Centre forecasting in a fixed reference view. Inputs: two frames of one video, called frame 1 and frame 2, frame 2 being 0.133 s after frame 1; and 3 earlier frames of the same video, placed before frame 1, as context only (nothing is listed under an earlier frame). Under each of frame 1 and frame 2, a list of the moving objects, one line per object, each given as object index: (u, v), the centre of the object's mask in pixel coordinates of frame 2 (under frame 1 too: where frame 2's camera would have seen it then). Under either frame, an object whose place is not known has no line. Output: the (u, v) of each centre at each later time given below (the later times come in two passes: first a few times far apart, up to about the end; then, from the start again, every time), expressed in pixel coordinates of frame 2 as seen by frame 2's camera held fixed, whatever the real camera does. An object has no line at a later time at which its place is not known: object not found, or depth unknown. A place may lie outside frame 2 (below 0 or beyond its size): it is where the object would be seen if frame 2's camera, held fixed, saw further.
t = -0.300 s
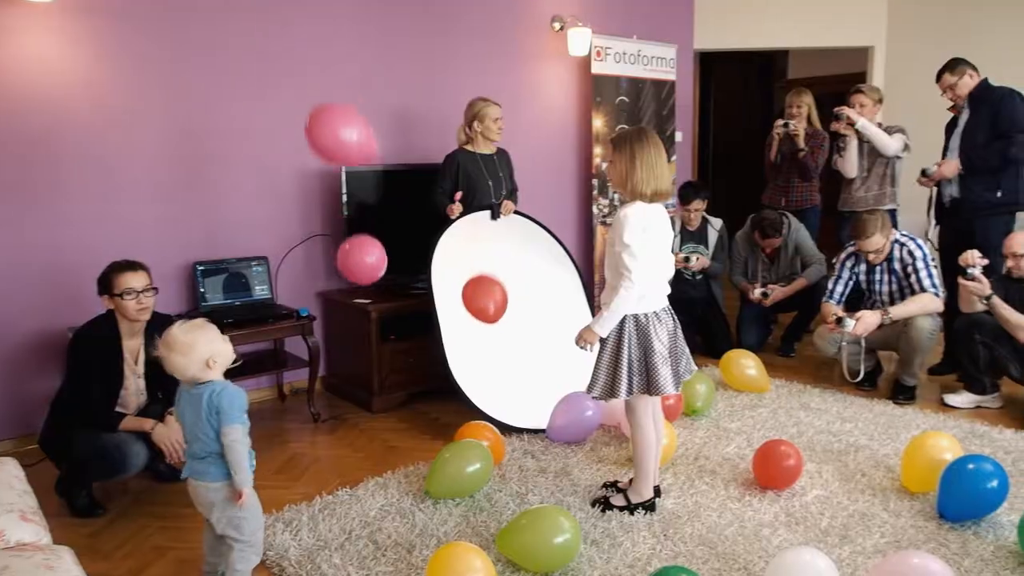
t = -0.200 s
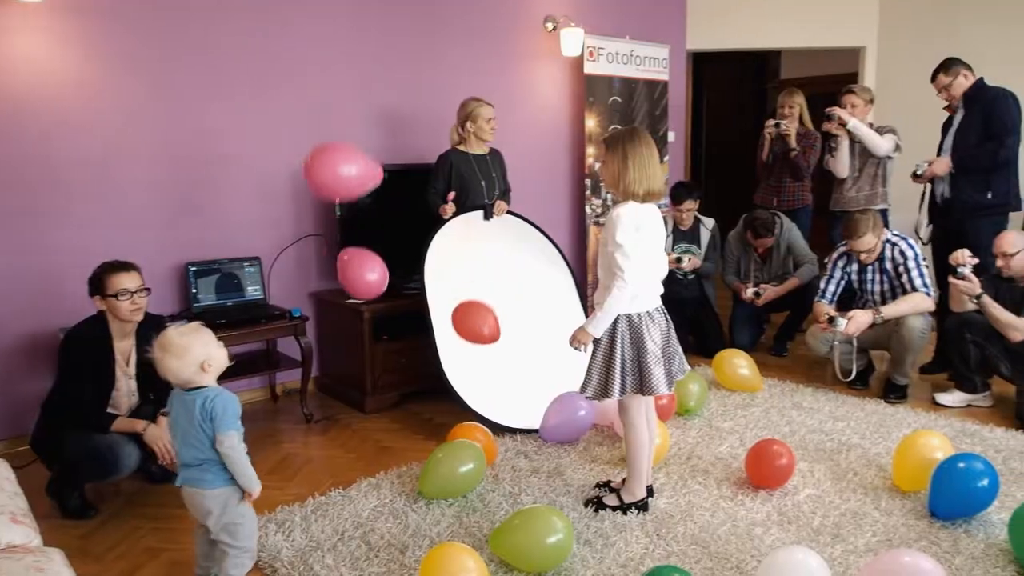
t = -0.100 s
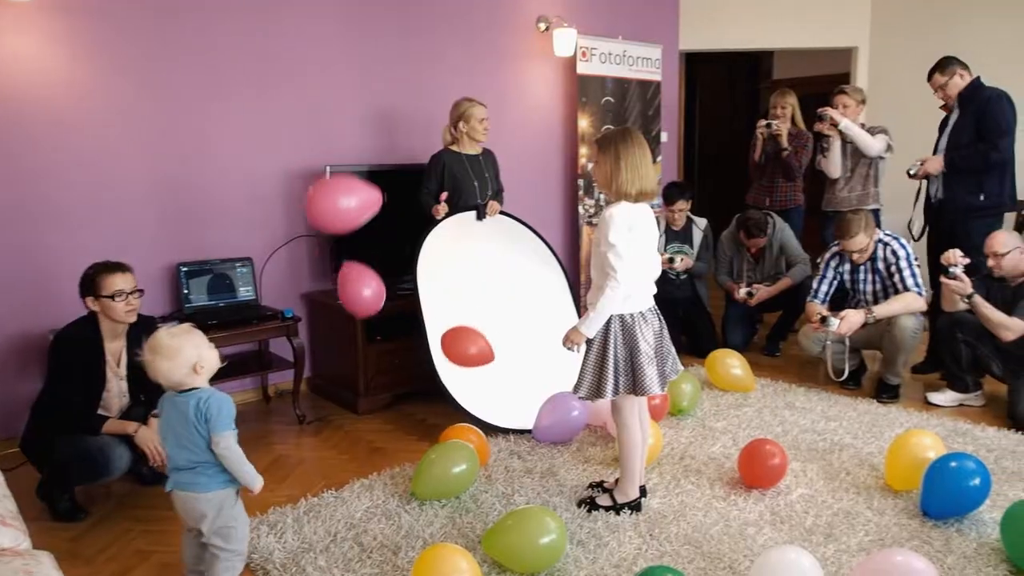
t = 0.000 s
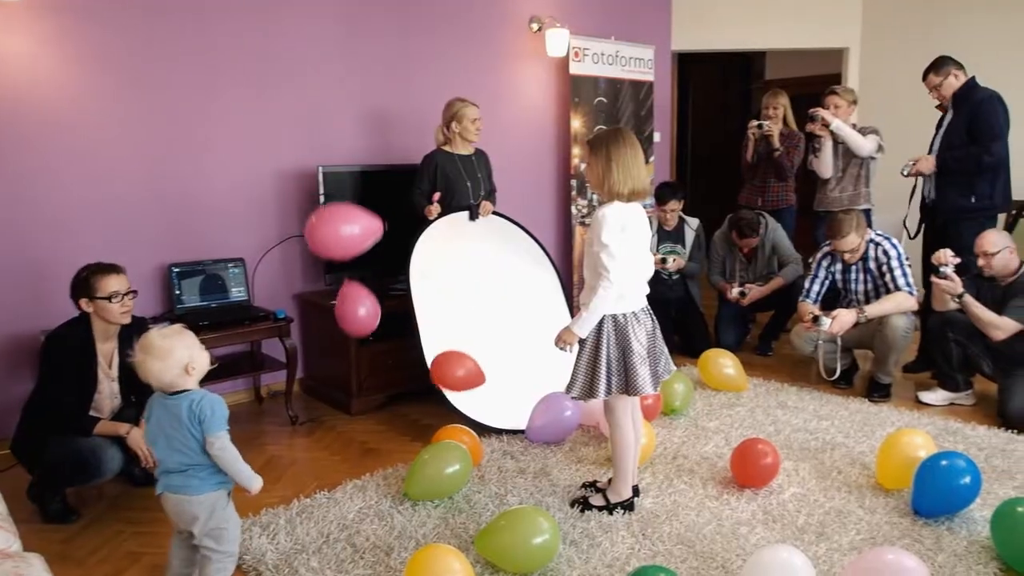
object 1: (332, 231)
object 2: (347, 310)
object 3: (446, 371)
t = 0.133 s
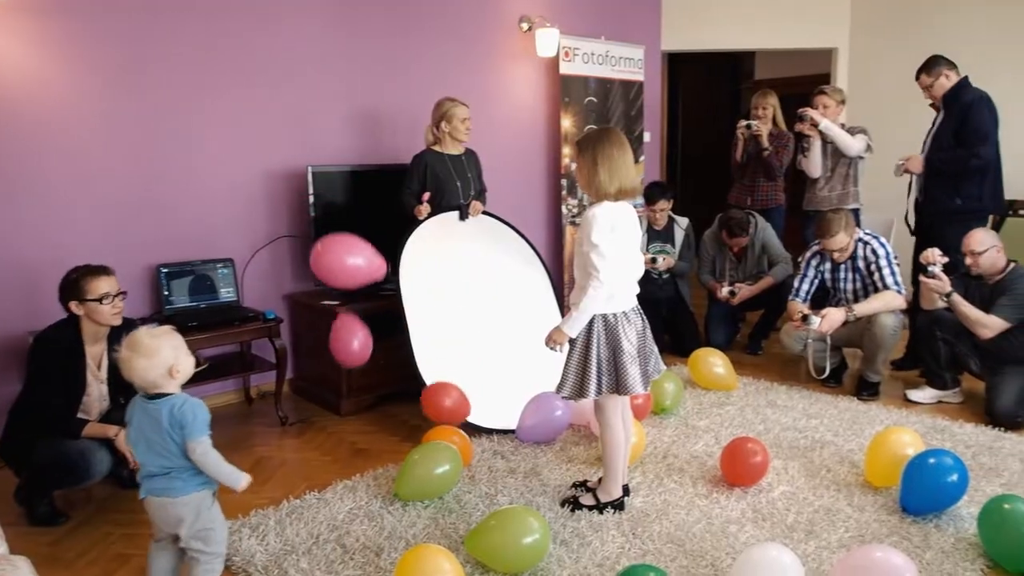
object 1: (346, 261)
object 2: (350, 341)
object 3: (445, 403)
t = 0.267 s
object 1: (364, 287)
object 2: (352, 375)
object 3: (447, 418)
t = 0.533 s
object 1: (395, 345)
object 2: (348, 431)
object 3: (438, 418)
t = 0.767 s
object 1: (409, 400)
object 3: (433, 424)
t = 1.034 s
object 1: (394, 434)
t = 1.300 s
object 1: (389, 425)
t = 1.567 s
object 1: (386, 433)
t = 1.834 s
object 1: (375, 431)
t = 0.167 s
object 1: (351, 268)
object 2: (351, 349)
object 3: (445, 409)
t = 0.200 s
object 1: (355, 275)
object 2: (351, 357)
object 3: (445, 414)
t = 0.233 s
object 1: (360, 281)
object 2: (352, 366)
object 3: (446, 417)
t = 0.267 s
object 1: (364, 287)
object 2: (352, 375)
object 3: (447, 418)
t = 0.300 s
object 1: (369, 294)
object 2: (353, 384)
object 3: (446, 418)
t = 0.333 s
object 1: (373, 300)
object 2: (353, 393)
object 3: (445, 418)
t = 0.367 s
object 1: (377, 307)
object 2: (353, 401)
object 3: (444, 417)
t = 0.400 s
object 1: (381, 314)
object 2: (352, 409)
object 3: (443, 417)
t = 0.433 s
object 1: (385, 321)
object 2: (352, 416)
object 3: (442, 417)
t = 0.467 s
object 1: (388, 329)
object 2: (350, 426)
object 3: (440, 417)
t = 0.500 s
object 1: (392, 337)
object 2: (349, 431)
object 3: (440, 418)
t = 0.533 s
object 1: (395, 345)
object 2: (348, 431)
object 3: (438, 418)
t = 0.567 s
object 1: (398, 353)
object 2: (347, 431)
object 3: (438, 418)
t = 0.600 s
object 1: (400, 361)
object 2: (346, 429)
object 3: (434, 420)
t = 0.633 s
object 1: (402, 369)
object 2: (345, 428)
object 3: (434, 421)
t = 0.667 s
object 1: (404, 377)
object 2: (344, 428)
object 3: (433, 421)
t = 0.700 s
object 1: (406, 385)
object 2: (344, 429)
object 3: (432, 421)
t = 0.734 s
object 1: (407, 392)
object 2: (343, 430)
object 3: (431, 421)
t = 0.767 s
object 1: (409, 400)
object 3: (433, 424)
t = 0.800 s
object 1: (410, 408)
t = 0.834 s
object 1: (409, 414)
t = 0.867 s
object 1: (407, 417)
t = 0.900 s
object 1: (403, 421)
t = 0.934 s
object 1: (401, 424)
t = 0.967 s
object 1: (399, 428)
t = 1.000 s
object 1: (396, 431)
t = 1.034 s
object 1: (394, 434)
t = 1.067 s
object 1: (392, 433)
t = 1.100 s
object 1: (392, 431)
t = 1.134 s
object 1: (391, 428)
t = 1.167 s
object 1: (390, 427)
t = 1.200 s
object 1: (390, 426)
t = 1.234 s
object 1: (390, 425)
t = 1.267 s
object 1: (389, 425)
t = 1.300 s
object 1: (389, 425)
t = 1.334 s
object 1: (388, 425)
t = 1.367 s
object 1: (388, 426)
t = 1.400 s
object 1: (388, 427)
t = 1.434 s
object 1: (388, 429)
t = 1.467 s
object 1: (387, 430)
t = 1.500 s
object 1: (387, 431)
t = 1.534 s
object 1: (386, 432)
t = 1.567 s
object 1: (386, 433)
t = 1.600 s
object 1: (385, 434)
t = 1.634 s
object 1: (384, 435)
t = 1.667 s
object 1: (383, 436)
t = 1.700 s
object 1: (381, 435)
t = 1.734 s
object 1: (379, 434)
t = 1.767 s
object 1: (378, 432)
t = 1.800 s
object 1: (377, 431)
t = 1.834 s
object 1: (375, 431)
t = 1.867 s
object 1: (375, 431)
